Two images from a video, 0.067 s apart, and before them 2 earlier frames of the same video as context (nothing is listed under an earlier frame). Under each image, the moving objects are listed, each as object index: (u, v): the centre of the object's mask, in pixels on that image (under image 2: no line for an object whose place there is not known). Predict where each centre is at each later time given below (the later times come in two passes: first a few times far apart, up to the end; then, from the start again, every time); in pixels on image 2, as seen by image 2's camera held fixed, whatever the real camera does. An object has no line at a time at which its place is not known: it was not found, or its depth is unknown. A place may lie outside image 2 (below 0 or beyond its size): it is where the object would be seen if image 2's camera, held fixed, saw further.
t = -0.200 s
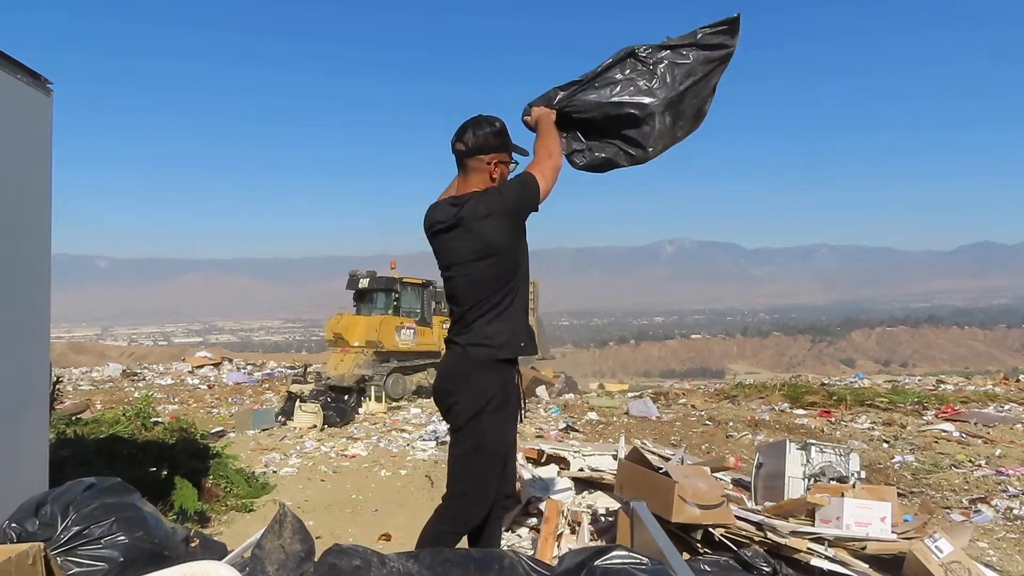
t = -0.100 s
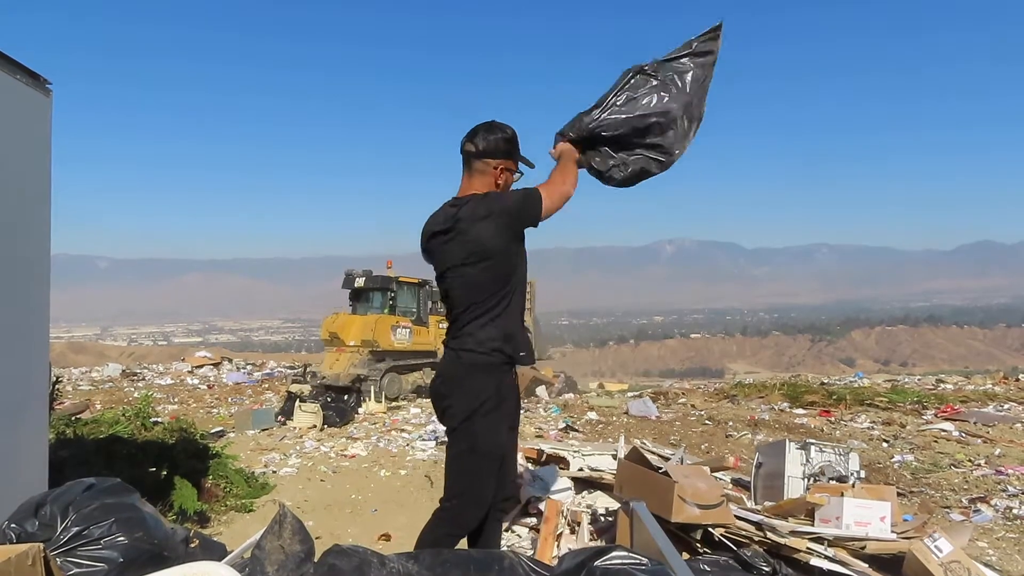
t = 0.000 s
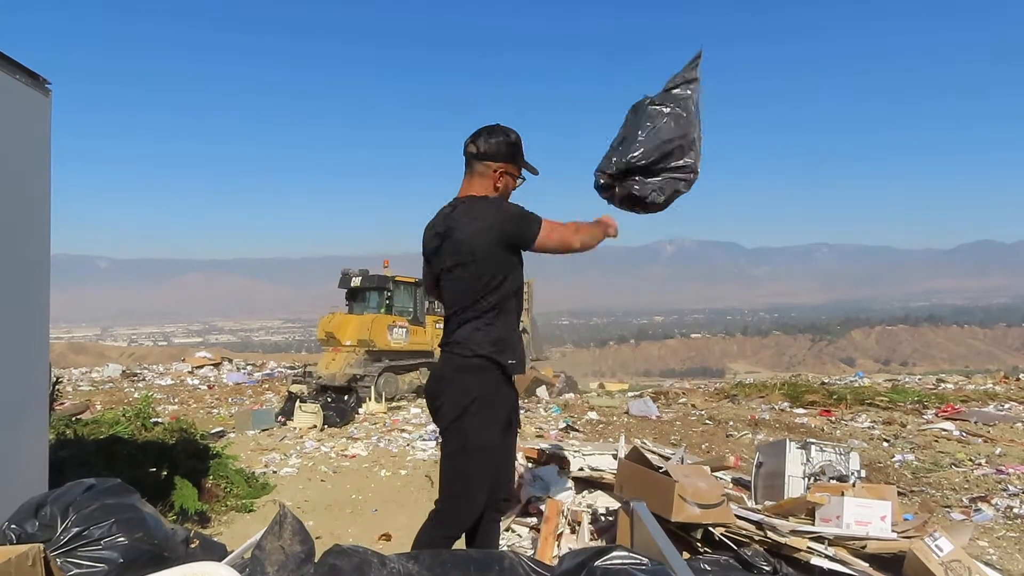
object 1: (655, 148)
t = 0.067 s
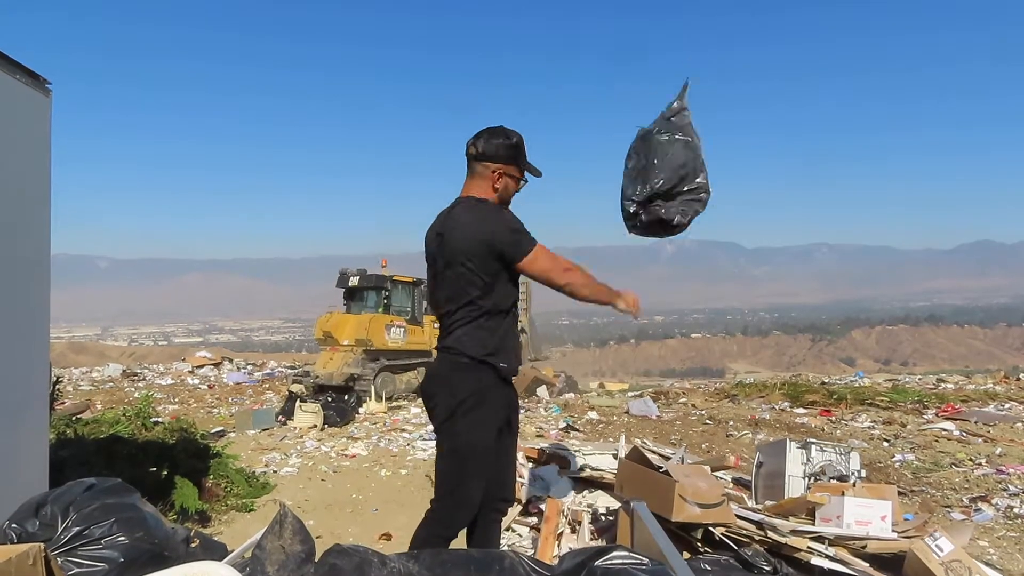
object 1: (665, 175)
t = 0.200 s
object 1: (675, 238)
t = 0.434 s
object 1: (683, 387)
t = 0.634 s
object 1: (705, 471)
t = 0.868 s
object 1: (722, 458)
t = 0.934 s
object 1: (723, 457)
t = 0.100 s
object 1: (668, 189)
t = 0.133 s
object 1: (671, 204)
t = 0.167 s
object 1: (673, 220)
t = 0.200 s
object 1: (675, 238)
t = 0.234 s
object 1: (676, 257)
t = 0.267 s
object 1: (678, 277)
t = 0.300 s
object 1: (678, 297)
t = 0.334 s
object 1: (679, 318)
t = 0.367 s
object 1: (680, 341)
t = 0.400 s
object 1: (682, 364)
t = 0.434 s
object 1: (683, 387)
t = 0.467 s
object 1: (685, 410)
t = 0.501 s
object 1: (689, 434)
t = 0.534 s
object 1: (692, 453)
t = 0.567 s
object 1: (692, 468)
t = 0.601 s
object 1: (701, 474)
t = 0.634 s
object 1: (705, 471)
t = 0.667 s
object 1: (714, 470)
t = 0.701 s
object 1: (715, 467)
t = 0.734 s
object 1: (717, 464)
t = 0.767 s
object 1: (719, 462)
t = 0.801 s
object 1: (720, 460)
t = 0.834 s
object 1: (721, 460)
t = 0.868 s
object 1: (722, 458)
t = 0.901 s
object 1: (722, 458)
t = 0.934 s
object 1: (723, 457)
